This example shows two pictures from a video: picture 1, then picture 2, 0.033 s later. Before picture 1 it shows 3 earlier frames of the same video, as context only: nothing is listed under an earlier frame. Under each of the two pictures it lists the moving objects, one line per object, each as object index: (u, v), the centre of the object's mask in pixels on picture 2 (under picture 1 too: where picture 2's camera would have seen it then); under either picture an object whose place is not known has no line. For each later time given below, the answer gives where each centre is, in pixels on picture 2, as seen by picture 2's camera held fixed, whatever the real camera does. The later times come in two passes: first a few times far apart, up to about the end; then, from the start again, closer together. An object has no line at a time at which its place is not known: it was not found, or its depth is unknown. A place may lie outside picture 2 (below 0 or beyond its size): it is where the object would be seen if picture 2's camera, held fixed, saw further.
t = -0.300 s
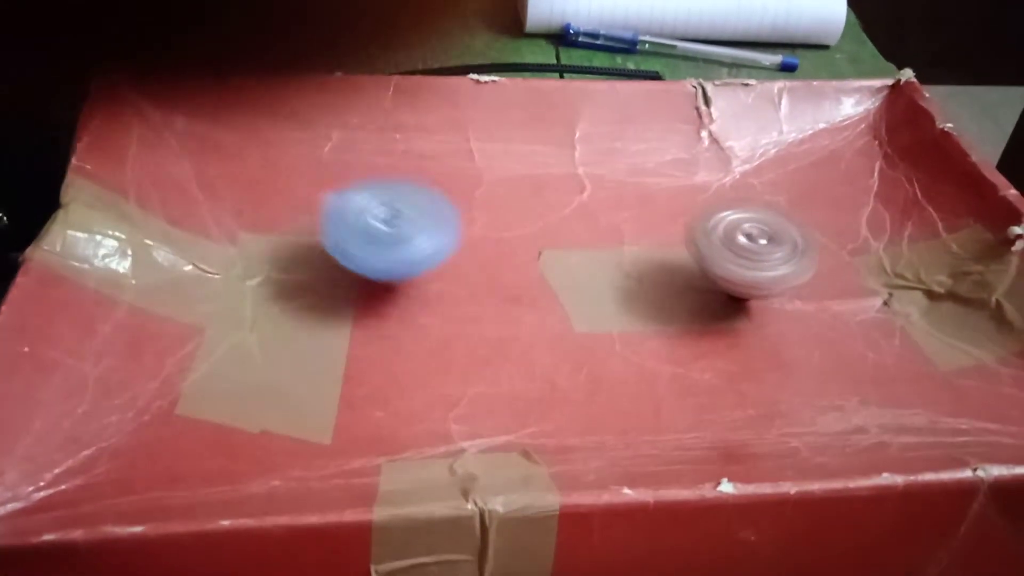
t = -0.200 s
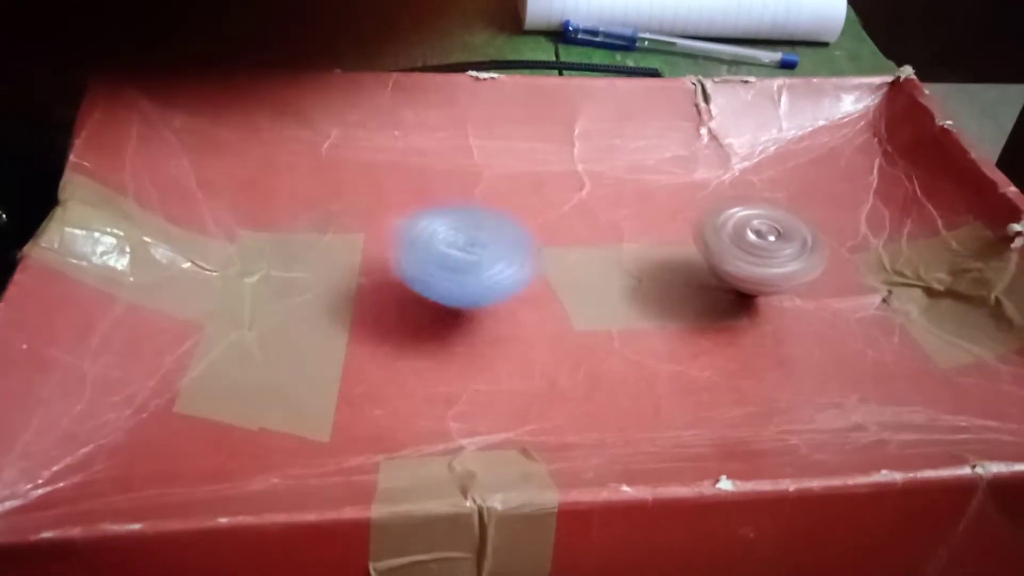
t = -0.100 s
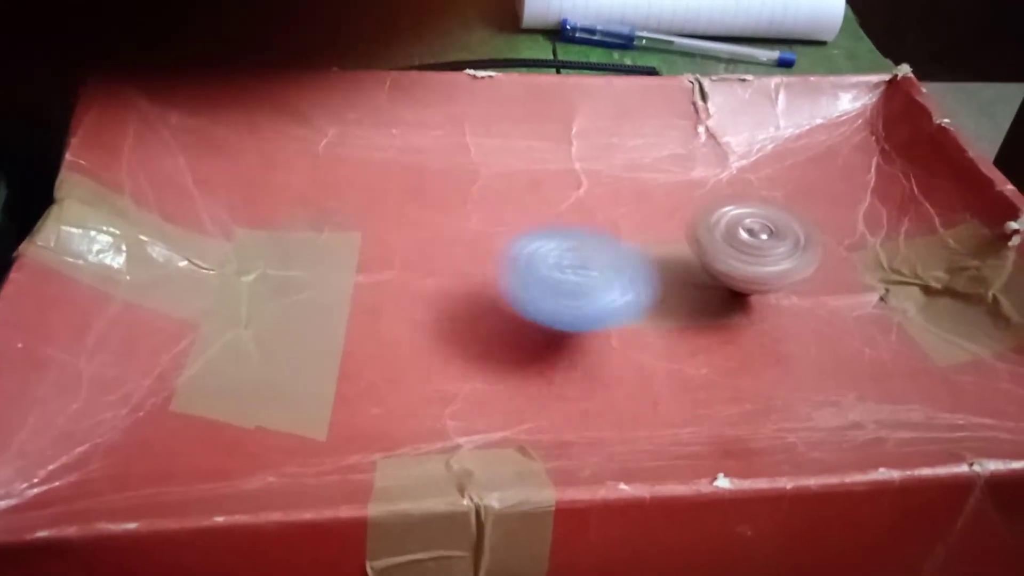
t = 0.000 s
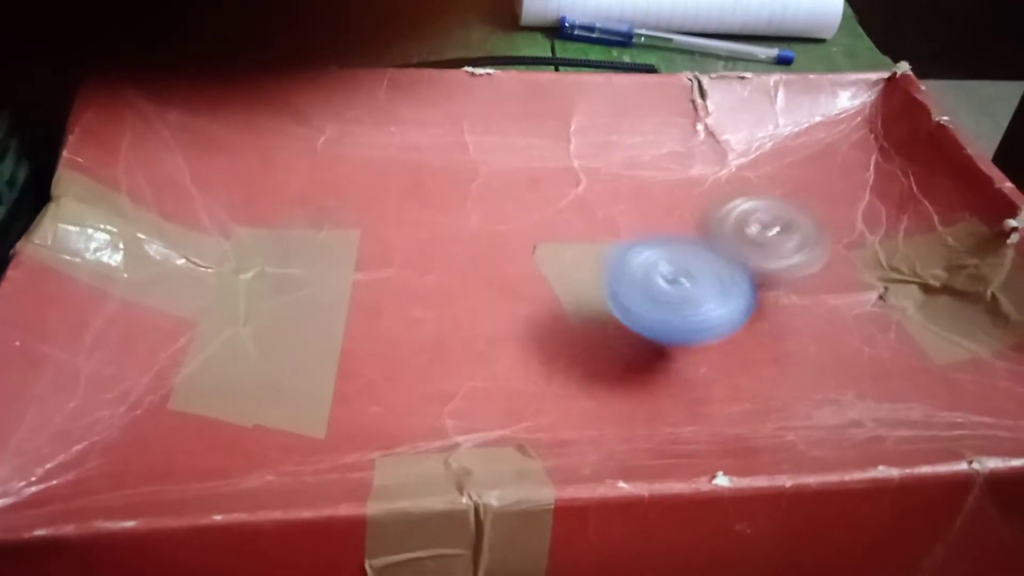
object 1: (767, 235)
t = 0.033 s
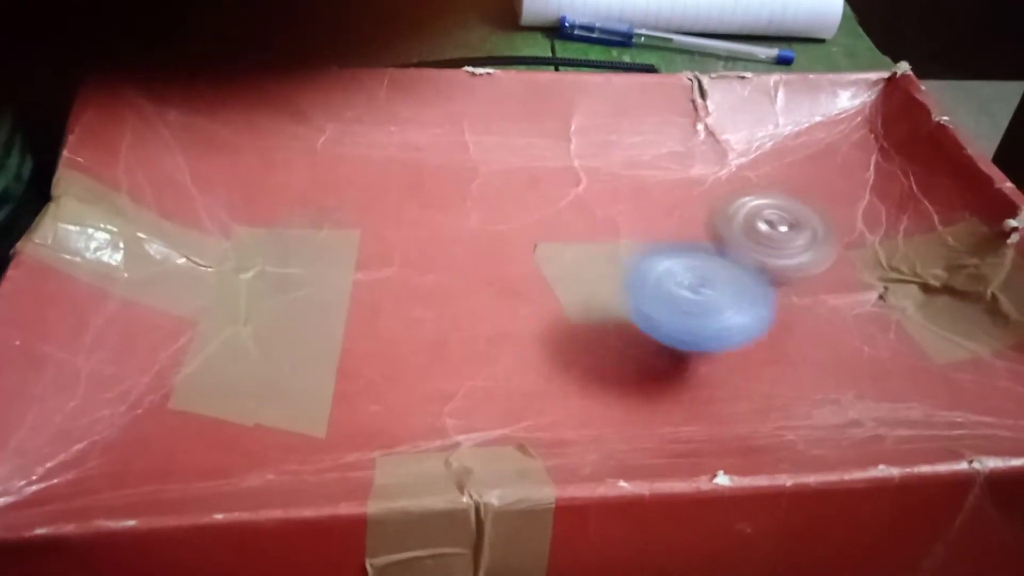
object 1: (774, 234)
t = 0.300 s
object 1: (794, 233)
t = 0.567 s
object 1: (739, 223)
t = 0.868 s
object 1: (651, 208)
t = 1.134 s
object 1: (588, 203)
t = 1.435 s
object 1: (548, 205)
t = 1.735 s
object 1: (548, 208)
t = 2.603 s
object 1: (442, 178)
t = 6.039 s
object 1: (583, 241)
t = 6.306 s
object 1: (629, 223)
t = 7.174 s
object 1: (627, 253)
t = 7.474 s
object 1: (598, 236)
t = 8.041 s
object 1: (611, 226)
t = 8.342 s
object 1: (644, 236)
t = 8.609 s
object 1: (651, 250)
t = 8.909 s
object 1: (624, 252)
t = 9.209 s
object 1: (589, 236)
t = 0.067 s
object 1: (781, 231)
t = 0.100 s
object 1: (783, 230)
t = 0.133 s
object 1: (784, 229)
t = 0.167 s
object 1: (786, 229)
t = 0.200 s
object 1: (787, 231)
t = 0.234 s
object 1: (791, 233)
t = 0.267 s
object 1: (793, 233)
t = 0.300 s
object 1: (794, 233)
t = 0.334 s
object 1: (794, 234)
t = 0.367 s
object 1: (795, 234)
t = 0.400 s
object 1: (795, 234)
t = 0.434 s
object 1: (794, 235)
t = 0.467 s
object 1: (779, 229)
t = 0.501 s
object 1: (766, 226)
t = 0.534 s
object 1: (759, 226)
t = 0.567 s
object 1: (739, 223)
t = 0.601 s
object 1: (727, 222)
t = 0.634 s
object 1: (718, 220)
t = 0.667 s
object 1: (708, 219)
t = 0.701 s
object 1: (698, 218)
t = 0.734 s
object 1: (689, 216)
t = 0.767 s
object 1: (679, 214)
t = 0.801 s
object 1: (670, 212)
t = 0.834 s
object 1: (661, 211)
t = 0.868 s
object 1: (651, 208)
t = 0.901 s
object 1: (643, 208)
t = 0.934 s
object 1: (635, 207)
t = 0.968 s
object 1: (628, 207)
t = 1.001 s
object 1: (619, 207)
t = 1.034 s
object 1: (611, 206)
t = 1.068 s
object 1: (603, 205)
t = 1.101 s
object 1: (595, 204)
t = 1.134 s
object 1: (588, 203)
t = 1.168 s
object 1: (582, 203)
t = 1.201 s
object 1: (576, 203)
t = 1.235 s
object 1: (570, 202)
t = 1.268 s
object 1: (566, 203)
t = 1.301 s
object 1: (561, 202)
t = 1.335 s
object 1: (557, 203)
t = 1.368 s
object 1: (554, 201)
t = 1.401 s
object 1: (548, 202)
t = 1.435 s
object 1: (548, 205)
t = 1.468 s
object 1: (546, 205)
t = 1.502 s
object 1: (545, 207)
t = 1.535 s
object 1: (543, 208)
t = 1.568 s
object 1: (543, 207)
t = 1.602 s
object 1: (543, 207)
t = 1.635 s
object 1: (544, 207)
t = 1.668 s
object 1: (544, 207)
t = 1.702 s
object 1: (546, 207)
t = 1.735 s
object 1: (548, 208)
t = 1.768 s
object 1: (551, 210)
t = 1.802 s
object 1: (553, 213)
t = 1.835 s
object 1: (555, 214)
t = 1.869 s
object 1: (557, 213)
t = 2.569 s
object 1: (443, 176)
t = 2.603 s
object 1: (442, 178)
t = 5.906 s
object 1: (571, 257)
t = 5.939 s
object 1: (573, 253)
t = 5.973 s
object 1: (577, 248)
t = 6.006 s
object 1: (581, 245)
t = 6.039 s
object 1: (583, 241)
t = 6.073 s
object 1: (585, 237)
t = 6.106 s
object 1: (592, 234)
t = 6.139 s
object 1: (597, 229)
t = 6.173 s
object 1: (601, 227)
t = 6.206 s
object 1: (610, 226)
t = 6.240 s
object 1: (615, 225)
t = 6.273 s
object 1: (621, 224)
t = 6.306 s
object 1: (629, 223)
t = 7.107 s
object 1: (635, 254)
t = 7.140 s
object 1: (631, 253)
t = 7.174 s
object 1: (627, 253)
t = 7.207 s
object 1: (621, 251)
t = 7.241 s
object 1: (617, 249)
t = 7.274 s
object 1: (612, 247)
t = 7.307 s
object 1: (608, 244)
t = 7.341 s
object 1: (605, 243)
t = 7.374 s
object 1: (602, 241)
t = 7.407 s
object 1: (600, 239)
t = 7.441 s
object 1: (599, 238)
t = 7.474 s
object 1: (598, 236)
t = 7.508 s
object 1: (597, 235)
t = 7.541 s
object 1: (596, 234)
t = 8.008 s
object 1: (608, 226)
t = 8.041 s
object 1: (611, 226)
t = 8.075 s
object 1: (615, 228)
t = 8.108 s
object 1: (621, 230)
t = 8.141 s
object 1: (624, 233)
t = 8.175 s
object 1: (629, 234)
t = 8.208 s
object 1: (638, 237)
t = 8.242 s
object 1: (642, 238)
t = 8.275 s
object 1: (642, 237)
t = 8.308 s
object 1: (643, 236)
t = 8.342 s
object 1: (644, 236)
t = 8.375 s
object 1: (647, 236)
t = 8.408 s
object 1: (649, 239)
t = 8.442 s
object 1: (649, 241)
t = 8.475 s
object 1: (649, 243)
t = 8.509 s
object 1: (649, 245)
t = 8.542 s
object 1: (650, 248)
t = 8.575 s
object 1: (650, 250)
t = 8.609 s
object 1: (651, 250)
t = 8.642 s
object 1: (652, 251)
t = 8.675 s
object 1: (652, 252)
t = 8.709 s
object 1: (651, 254)
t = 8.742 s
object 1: (650, 254)
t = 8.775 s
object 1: (649, 254)
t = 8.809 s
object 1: (639, 253)
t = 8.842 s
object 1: (634, 253)
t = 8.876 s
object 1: (629, 253)
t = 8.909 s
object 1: (624, 252)
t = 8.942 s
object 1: (617, 251)
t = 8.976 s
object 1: (612, 250)
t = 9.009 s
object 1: (607, 248)
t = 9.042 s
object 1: (603, 247)
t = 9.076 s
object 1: (600, 245)
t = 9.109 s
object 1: (596, 243)
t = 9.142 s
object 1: (594, 240)
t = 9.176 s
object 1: (590, 238)
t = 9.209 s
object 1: (589, 236)
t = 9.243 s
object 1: (587, 233)
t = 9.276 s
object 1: (586, 230)
